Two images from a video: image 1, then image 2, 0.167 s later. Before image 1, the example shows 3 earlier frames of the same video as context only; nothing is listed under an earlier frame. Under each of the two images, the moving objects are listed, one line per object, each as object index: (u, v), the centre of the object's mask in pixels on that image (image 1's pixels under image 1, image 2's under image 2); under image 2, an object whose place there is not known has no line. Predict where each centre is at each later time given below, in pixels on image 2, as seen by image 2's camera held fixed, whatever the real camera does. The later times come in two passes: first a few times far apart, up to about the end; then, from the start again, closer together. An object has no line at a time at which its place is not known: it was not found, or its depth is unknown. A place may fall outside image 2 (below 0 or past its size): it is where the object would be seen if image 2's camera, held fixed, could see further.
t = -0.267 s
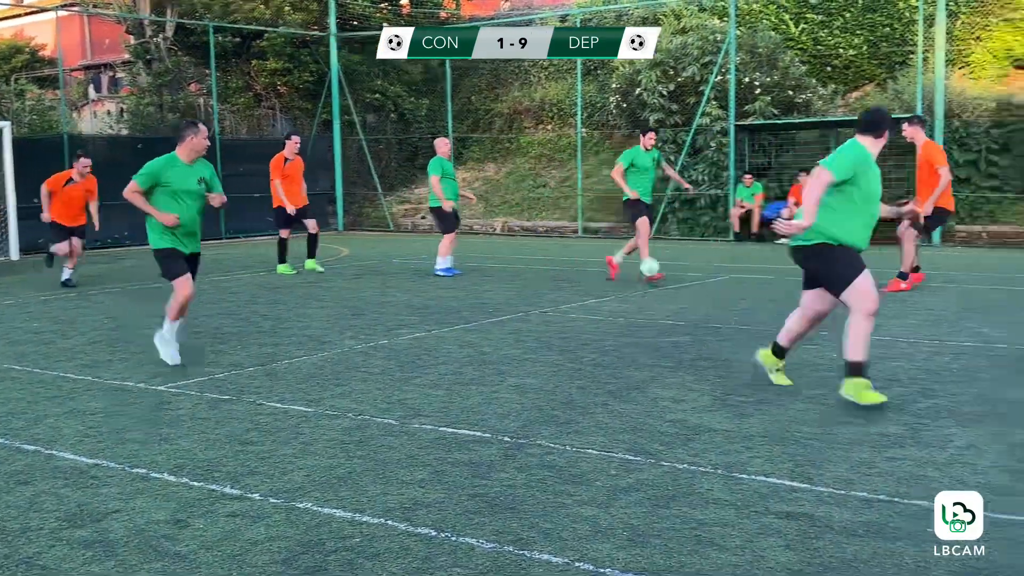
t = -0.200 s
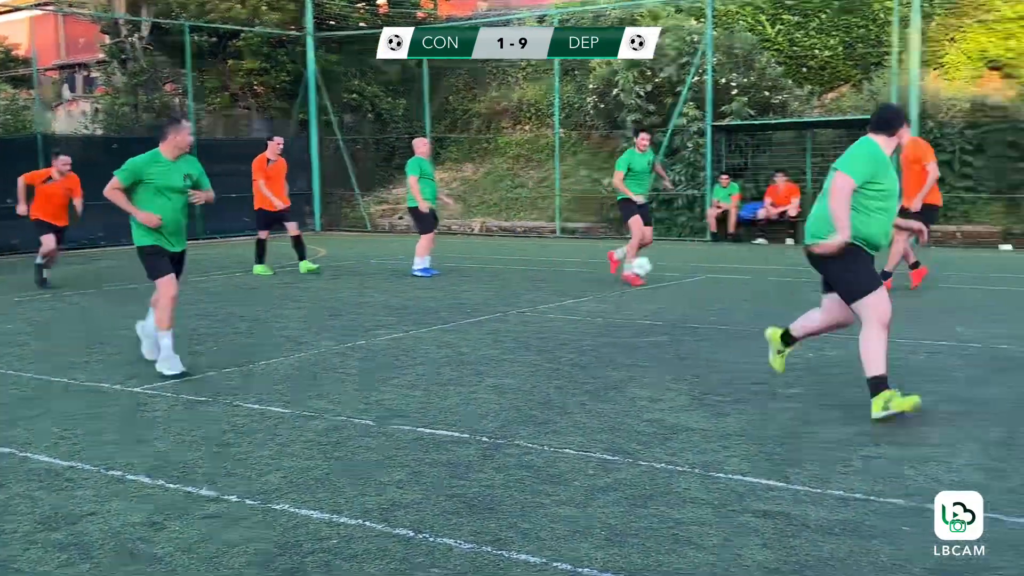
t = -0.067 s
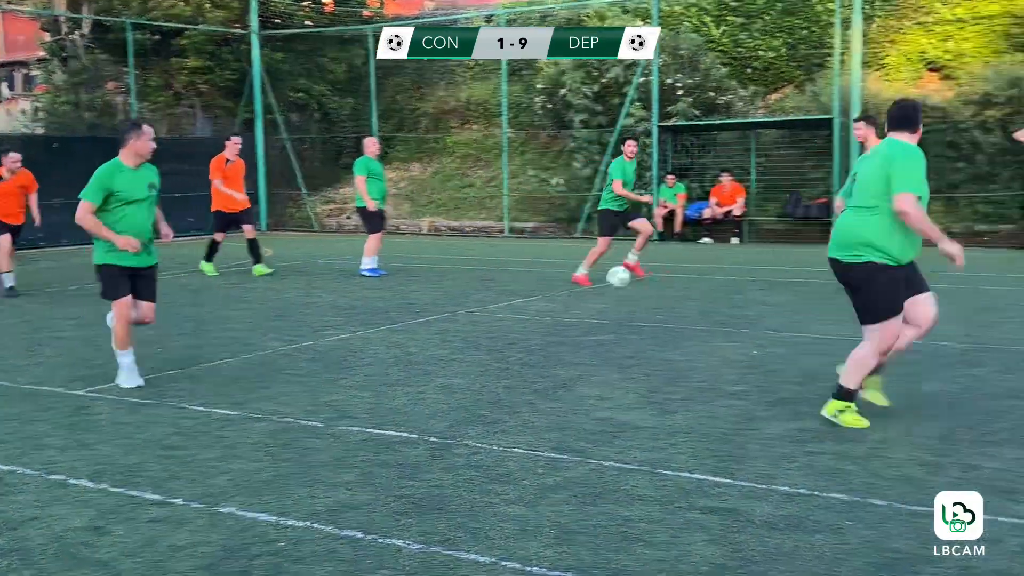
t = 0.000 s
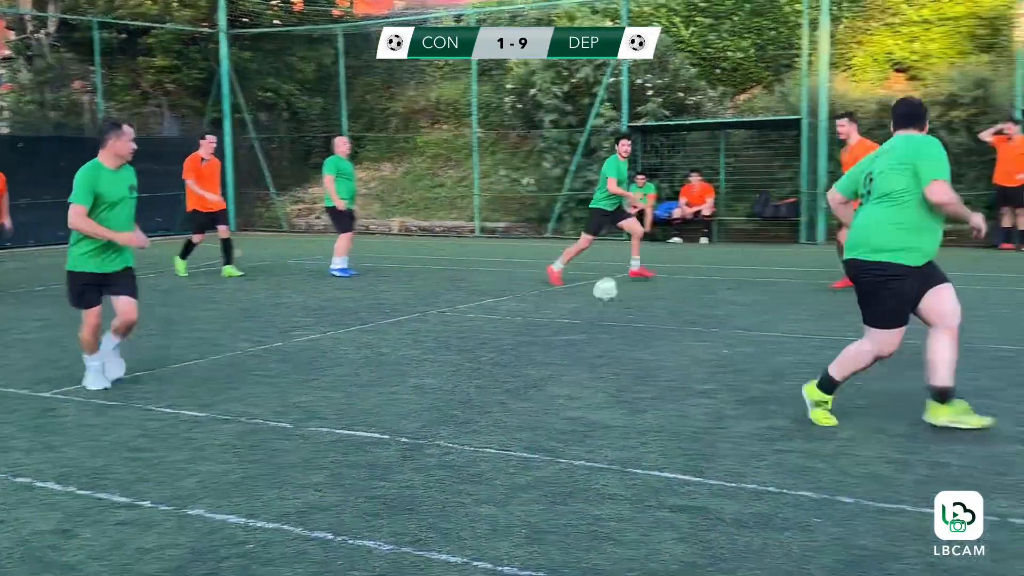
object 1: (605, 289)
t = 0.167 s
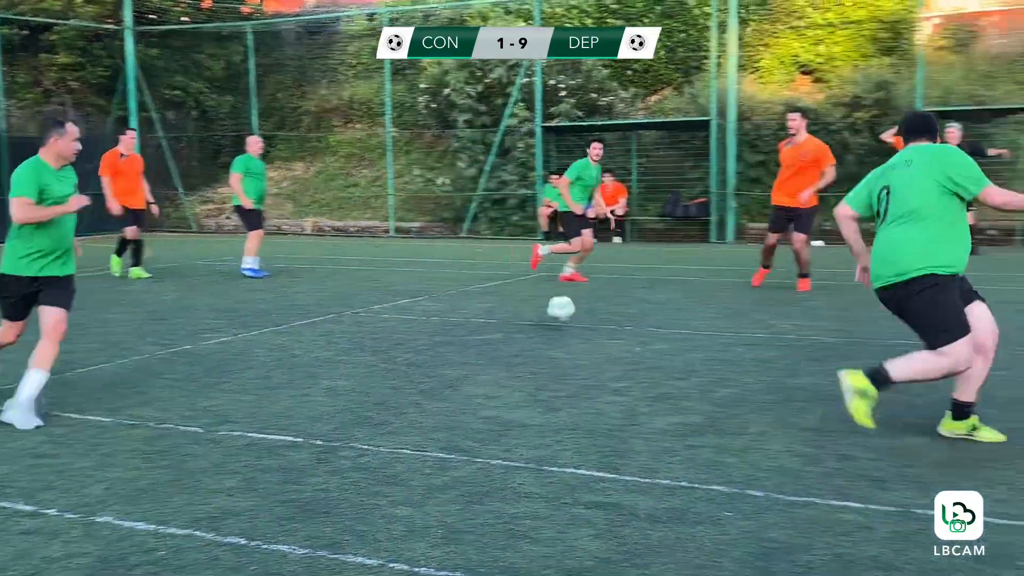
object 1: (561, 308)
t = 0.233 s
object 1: (572, 308)
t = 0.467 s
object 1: (636, 345)
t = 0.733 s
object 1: (711, 375)
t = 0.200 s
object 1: (566, 308)
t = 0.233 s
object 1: (572, 308)
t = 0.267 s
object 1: (581, 311)
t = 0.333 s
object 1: (598, 323)
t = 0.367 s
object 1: (608, 330)
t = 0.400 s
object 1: (618, 340)
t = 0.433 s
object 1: (628, 348)
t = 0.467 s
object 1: (636, 345)
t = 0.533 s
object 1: (653, 345)
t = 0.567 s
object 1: (662, 348)
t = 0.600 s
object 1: (671, 353)
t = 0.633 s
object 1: (681, 358)
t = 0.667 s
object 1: (691, 367)
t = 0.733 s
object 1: (711, 375)
